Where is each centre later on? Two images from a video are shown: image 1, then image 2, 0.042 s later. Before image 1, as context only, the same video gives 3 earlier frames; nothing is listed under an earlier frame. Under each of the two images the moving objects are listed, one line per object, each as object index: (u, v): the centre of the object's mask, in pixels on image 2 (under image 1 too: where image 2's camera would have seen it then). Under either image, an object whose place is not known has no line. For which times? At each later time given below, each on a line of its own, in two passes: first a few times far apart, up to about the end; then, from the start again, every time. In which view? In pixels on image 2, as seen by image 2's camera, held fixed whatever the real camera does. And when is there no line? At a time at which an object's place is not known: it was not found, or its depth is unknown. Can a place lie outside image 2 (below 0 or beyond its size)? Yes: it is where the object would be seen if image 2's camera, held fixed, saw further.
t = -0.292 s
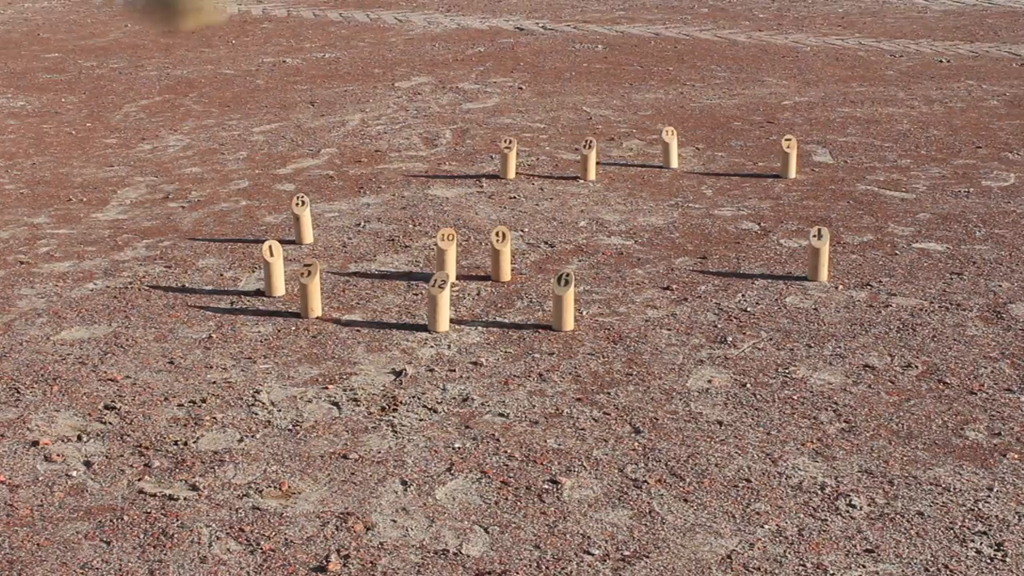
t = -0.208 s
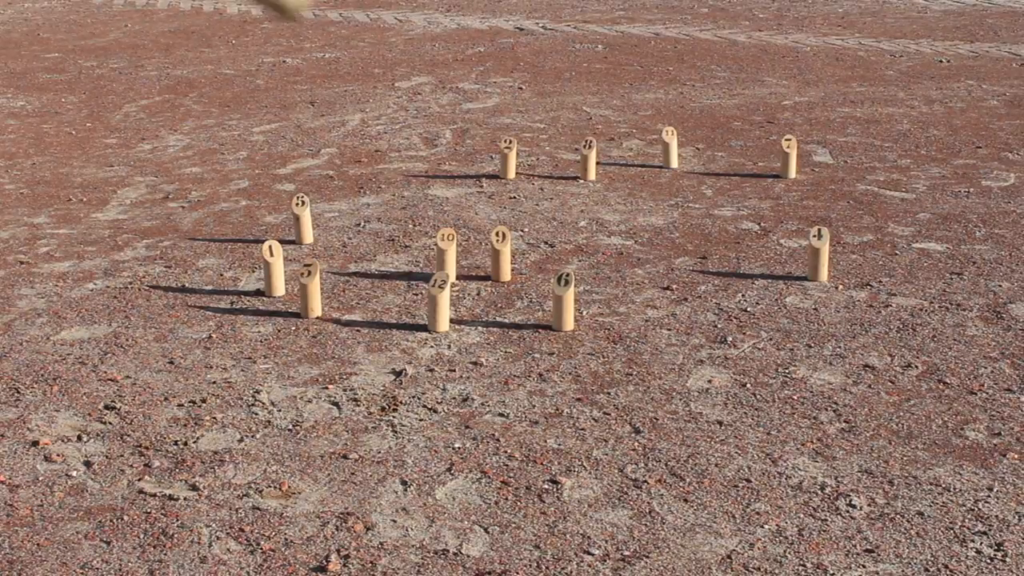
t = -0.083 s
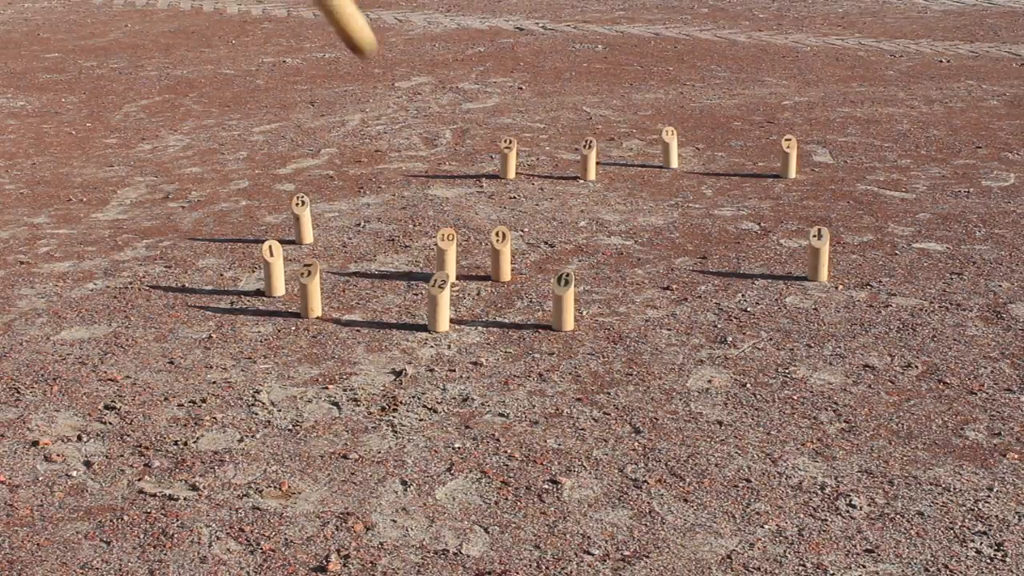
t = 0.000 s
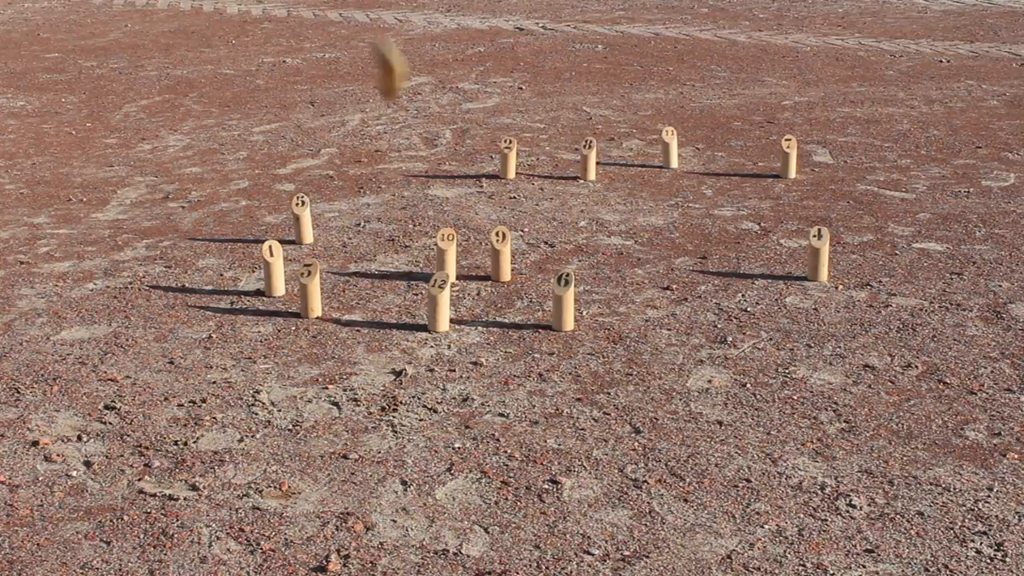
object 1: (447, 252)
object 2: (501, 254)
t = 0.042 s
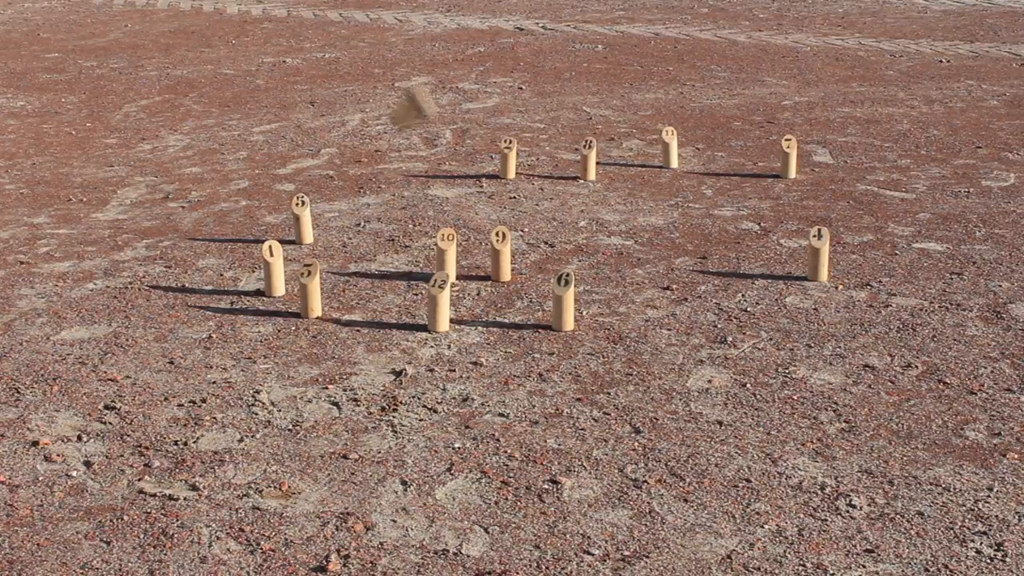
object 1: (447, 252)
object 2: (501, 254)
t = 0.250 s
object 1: (442, 235)
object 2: (528, 243)
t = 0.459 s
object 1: (415, 208)
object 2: (582, 233)
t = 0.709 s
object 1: (399, 195)
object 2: (582, 229)
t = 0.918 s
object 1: (404, 193)
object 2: (583, 229)
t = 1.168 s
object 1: (411, 190)
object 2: (583, 229)
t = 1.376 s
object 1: (410, 190)
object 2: (582, 229)
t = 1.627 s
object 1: (408, 192)
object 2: (582, 229)
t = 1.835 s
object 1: (404, 193)
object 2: (582, 229)
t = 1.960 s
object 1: (404, 193)
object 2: (582, 229)
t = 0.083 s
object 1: (447, 252)
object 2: (501, 254)
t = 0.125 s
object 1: (447, 252)
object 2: (501, 254)
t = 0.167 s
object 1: (446, 252)
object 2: (501, 254)
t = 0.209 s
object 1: (447, 251)
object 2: (514, 247)
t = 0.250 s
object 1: (442, 235)
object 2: (528, 243)
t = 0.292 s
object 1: (440, 228)
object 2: (542, 235)
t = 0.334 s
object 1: (436, 225)
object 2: (552, 229)
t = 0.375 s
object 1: (430, 220)
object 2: (561, 227)
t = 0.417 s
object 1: (422, 214)
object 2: (572, 228)
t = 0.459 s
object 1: (415, 208)
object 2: (582, 233)
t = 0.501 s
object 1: (412, 205)
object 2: (589, 229)
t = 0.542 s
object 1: (408, 204)
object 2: (591, 226)
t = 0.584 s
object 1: (407, 199)
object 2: (590, 223)
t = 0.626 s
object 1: (405, 195)
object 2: (588, 223)
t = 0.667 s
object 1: (403, 193)
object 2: (586, 225)
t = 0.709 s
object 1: (399, 195)
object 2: (582, 229)
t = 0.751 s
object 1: (398, 194)
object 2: (582, 228)
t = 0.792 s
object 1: (399, 193)
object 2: (582, 228)
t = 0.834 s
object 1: (400, 194)
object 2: (582, 228)
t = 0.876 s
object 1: (402, 194)
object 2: (582, 228)
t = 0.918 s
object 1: (404, 193)
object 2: (583, 229)
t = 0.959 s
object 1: (406, 193)
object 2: (583, 229)
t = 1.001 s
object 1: (407, 192)
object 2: (583, 229)
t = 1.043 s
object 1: (409, 192)
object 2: (583, 229)
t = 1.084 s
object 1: (409, 191)
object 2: (584, 229)
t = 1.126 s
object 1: (410, 191)
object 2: (584, 229)
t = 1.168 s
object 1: (411, 190)
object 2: (583, 229)
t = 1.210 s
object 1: (411, 190)
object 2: (583, 229)
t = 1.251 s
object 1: (411, 190)
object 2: (583, 229)
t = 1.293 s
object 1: (411, 190)
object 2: (582, 229)
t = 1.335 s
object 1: (411, 190)
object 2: (582, 229)
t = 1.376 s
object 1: (410, 190)
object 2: (582, 229)
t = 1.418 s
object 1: (410, 190)
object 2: (582, 229)
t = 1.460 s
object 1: (410, 191)
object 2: (582, 229)
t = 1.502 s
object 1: (410, 191)
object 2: (582, 229)
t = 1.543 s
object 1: (409, 191)
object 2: (582, 229)
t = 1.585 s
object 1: (409, 192)
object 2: (582, 229)
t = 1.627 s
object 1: (408, 192)
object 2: (582, 229)
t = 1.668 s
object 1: (407, 192)
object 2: (582, 229)
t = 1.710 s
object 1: (406, 193)
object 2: (582, 229)
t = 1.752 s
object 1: (405, 193)
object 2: (582, 229)
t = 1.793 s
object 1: (404, 193)
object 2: (582, 229)
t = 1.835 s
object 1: (404, 193)
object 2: (582, 229)
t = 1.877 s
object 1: (404, 193)
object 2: (582, 229)
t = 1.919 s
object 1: (404, 193)
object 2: (582, 229)
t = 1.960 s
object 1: (404, 193)
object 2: (582, 229)
